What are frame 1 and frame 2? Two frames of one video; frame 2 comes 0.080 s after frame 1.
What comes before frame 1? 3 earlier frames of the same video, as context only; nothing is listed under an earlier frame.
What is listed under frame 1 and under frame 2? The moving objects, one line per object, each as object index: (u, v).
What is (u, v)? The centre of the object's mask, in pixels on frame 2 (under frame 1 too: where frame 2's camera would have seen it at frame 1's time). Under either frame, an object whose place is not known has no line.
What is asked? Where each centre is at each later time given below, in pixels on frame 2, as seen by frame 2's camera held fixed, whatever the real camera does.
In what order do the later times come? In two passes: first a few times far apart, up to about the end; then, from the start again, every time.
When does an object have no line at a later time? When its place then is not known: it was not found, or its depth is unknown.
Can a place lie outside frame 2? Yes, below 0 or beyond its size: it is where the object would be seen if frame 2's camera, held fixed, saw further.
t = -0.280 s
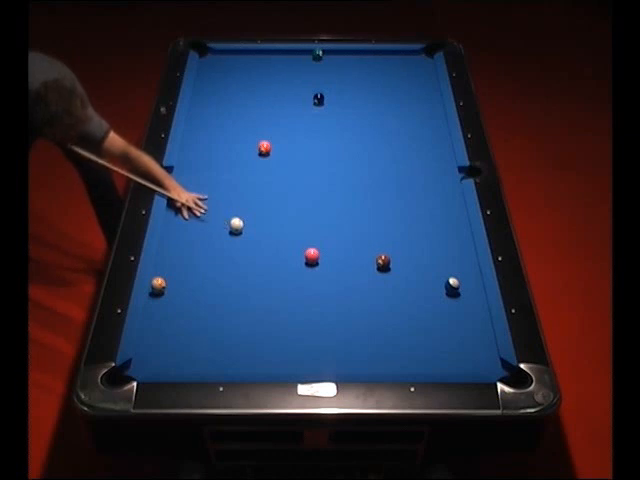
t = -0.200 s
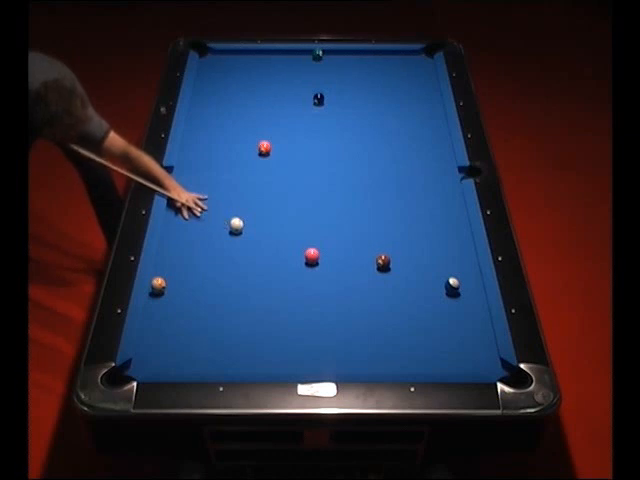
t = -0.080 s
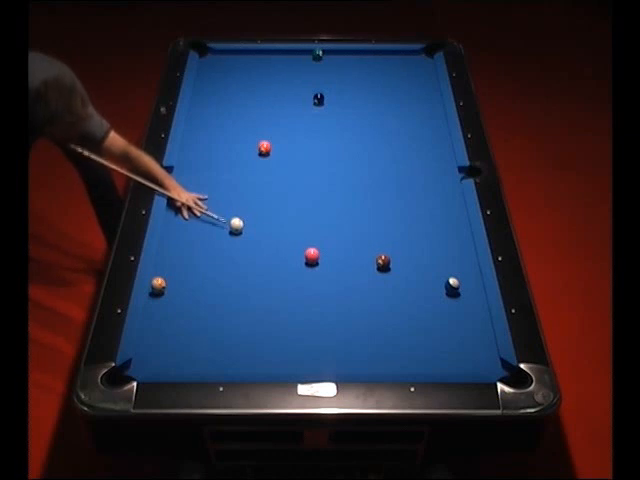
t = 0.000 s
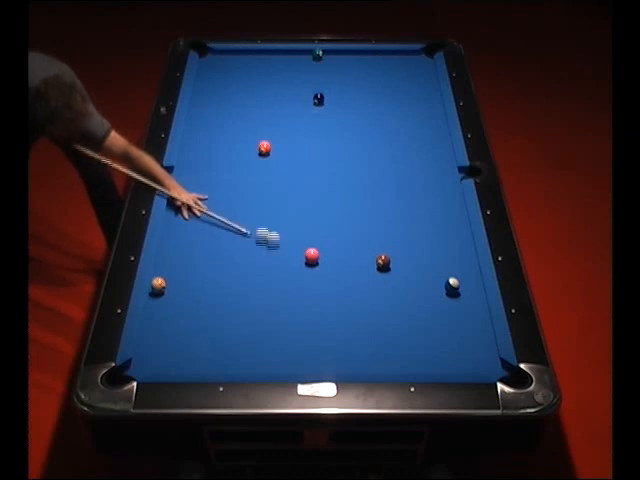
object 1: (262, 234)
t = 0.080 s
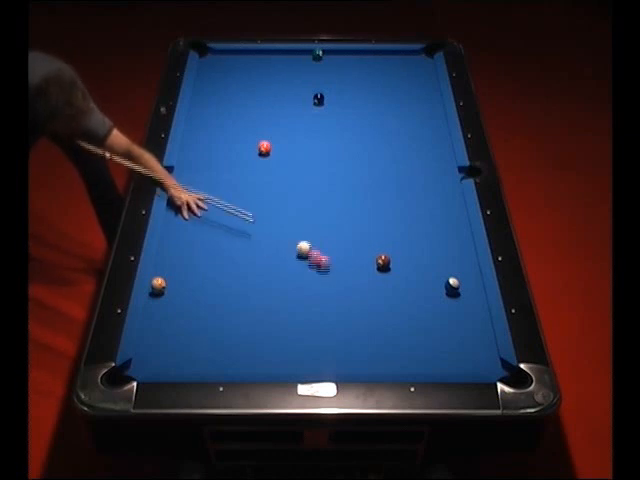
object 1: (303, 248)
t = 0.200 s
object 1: (313, 242)
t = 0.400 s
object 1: (323, 234)
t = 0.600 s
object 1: (332, 225)
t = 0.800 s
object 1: (340, 218)
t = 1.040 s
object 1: (350, 209)
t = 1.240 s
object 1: (357, 203)
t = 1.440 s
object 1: (364, 197)
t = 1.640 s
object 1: (370, 191)
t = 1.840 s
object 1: (376, 186)
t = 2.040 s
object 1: (381, 181)
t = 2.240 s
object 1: (386, 177)
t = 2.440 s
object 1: (391, 173)
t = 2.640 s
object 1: (394, 169)
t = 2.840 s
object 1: (398, 166)
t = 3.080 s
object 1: (402, 163)
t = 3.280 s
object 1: (404, 161)
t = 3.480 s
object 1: (407, 159)
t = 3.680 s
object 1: (409, 157)
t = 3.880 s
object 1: (410, 155)
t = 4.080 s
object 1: (411, 154)
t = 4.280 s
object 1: (412, 153)
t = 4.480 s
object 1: (413, 152)
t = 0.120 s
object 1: (307, 246)
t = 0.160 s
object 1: (310, 244)
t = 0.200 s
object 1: (313, 242)
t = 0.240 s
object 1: (315, 240)
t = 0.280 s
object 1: (317, 238)
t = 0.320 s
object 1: (319, 237)
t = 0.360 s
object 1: (321, 235)
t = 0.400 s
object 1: (323, 234)
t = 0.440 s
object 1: (325, 232)
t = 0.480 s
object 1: (326, 230)
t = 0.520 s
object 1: (328, 229)
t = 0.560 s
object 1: (330, 227)
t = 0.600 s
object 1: (332, 225)
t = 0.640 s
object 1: (333, 224)
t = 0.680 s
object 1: (335, 222)
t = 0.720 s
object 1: (337, 220)
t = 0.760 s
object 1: (338, 219)
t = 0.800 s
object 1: (340, 218)
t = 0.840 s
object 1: (342, 216)
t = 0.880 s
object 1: (343, 215)
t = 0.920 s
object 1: (345, 214)
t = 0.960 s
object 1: (347, 212)
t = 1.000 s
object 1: (348, 211)
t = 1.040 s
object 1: (350, 209)
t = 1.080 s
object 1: (351, 208)
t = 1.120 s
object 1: (353, 207)
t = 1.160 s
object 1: (354, 205)
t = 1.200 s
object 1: (356, 204)
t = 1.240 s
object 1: (357, 203)
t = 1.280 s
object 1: (359, 202)
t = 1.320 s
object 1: (360, 200)
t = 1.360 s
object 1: (361, 199)
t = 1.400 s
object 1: (363, 198)
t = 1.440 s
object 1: (364, 197)
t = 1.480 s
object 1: (365, 195)
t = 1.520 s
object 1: (366, 194)
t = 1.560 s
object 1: (368, 193)
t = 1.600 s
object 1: (369, 192)
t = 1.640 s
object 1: (370, 191)
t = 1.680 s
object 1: (372, 190)
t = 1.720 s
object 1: (373, 189)
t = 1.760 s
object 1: (374, 188)
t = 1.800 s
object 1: (375, 187)
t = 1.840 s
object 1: (376, 186)
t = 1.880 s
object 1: (377, 185)
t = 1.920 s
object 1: (378, 184)
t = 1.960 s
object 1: (379, 183)
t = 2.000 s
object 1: (380, 182)
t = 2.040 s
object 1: (381, 181)
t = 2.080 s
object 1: (382, 180)
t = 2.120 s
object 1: (383, 179)
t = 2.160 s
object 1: (384, 178)
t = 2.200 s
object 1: (385, 178)
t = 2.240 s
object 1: (386, 177)
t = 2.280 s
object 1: (387, 176)
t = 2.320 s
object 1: (388, 175)
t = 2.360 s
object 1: (389, 174)
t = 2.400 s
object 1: (390, 174)
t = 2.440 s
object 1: (391, 173)
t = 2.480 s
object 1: (391, 172)
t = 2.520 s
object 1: (392, 171)
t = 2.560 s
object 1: (393, 171)
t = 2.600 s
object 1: (394, 170)
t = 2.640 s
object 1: (394, 169)
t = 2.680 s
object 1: (395, 168)
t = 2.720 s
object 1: (396, 168)
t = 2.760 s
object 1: (397, 167)
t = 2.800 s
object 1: (397, 167)
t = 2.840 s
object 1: (398, 166)
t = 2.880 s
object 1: (399, 166)
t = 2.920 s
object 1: (399, 165)
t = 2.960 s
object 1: (400, 164)
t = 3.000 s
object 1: (401, 164)
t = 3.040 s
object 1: (401, 163)
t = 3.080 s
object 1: (402, 163)
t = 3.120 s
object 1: (402, 163)
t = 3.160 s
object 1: (403, 162)
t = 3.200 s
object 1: (403, 162)
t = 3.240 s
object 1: (404, 161)
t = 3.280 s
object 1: (404, 161)
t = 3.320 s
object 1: (405, 160)
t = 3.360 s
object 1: (405, 160)
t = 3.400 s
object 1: (406, 159)
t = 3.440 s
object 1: (406, 159)
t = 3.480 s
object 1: (407, 159)
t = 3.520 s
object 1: (407, 158)
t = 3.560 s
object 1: (407, 158)
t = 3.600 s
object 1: (408, 158)
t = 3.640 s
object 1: (408, 157)
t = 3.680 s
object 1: (409, 157)
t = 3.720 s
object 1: (409, 156)
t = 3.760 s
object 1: (409, 156)
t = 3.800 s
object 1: (409, 156)
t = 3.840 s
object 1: (410, 156)
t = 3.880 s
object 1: (410, 155)
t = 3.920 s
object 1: (410, 155)
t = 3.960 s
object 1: (411, 155)
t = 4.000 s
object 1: (411, 155)
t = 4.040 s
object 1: (411, 154)
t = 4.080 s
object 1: (411, 154)
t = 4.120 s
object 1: (411, 154)
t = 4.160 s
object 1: (412, 154)
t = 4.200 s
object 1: (412, 153)
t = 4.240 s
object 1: (412, 153)
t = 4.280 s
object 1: (412, 153)
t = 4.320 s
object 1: (412, 153)
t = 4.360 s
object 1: (412, 153)
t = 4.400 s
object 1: (413, 152)
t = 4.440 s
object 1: (413, 152)
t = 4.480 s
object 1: (413, 152)
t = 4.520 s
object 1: (413, 152)
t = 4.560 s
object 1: (413, 152)
